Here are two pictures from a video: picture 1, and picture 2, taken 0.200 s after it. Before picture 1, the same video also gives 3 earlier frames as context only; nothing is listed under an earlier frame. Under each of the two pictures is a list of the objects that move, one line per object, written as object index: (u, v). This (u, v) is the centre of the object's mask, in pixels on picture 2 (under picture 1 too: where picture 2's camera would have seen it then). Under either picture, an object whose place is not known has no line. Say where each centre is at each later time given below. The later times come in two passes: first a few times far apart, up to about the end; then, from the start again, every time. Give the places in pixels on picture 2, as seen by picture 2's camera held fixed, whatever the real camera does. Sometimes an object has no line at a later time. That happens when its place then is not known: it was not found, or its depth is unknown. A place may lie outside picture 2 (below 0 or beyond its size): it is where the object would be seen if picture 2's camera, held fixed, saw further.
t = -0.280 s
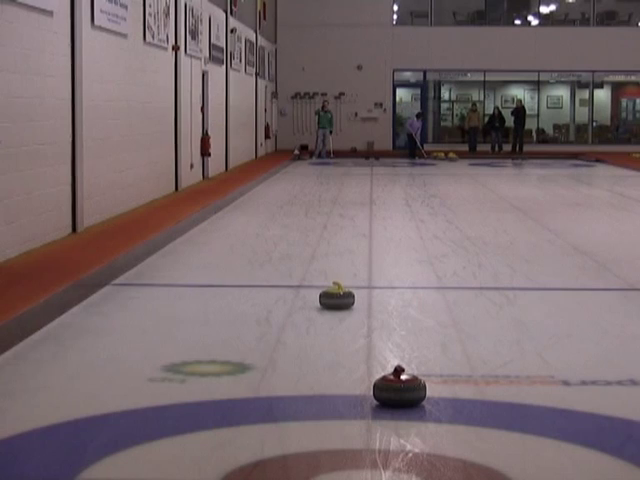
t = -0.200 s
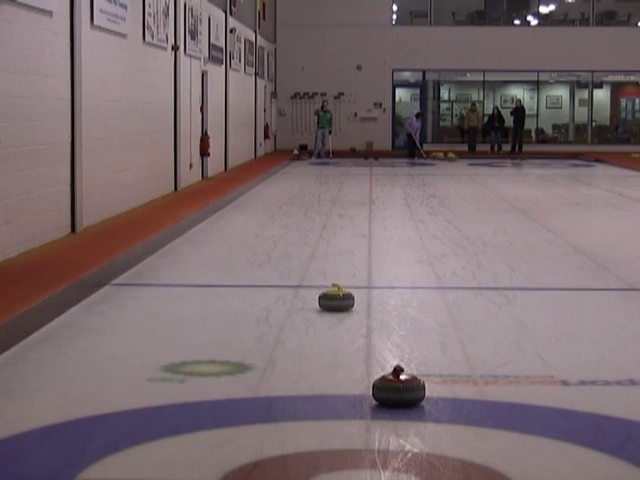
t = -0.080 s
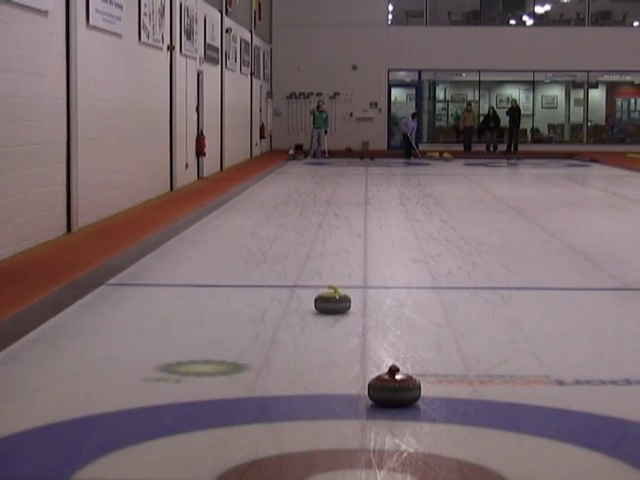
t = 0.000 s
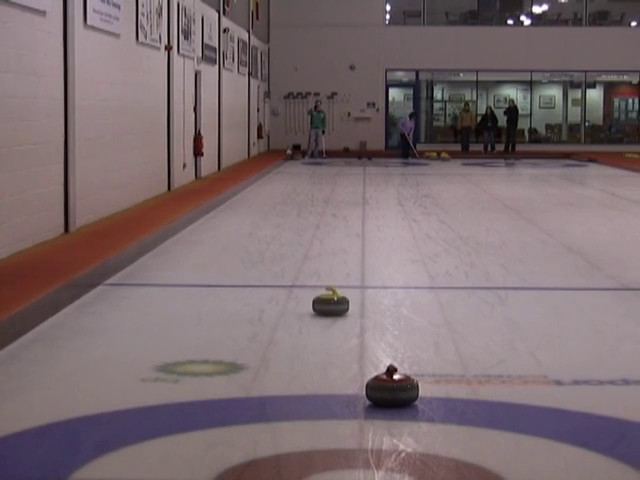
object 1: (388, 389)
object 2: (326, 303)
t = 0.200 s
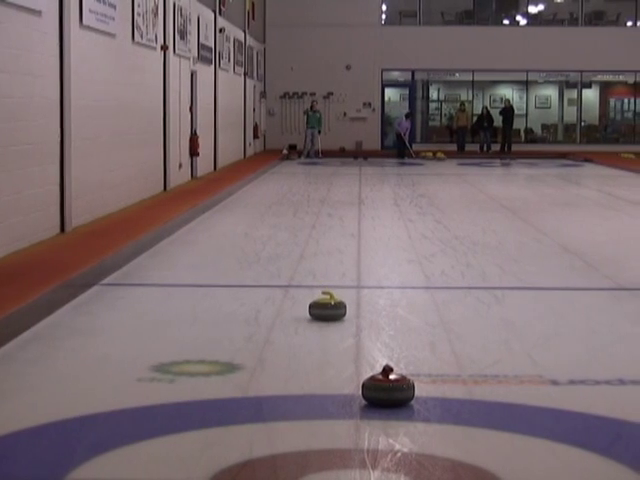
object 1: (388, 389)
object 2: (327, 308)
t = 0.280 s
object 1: (388, 389)
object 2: (328, 310)
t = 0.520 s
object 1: (388, 389)
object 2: (329, 315)
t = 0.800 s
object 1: (388, 389)
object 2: (331, 322)
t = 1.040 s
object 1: (388, 389)
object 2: (332, 328)
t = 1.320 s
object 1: (388, 389)
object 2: (334, 336)
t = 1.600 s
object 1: (388, 389)
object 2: (337, 344)
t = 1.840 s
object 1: (388, 389)
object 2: (339, 351)
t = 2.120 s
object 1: (388, 389)
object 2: (342, 359)
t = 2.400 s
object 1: (388, 389)
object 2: (345, 368)
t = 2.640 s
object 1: (388, 389)
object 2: (346, 375)
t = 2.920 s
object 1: (402, 392)
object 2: (339, 383)
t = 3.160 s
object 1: (420, 397)
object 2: (325, 386)
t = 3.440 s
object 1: (440, 403)
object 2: (309, 389)
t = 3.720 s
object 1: (460, 409)
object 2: (294, 392)
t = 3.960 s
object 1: (476, 415)
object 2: (283, 394)
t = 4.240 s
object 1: (493, 420)
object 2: (270, 397)
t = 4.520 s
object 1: (510, 424)
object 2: (259, 400)
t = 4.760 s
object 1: (524, 427)
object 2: (251, 402)
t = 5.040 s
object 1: (539, 431)
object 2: (243, 403)
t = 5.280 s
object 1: (551, 435)
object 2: (237, 404)
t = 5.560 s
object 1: (563, 440)
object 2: (232, 405)
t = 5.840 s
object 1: (574, 443)
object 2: (228, 407)
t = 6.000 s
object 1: (580, 444)
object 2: (226, 408)
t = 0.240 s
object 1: (388, 389)
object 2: (327, 309)
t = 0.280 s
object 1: (388, 389)
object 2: (328, 310)
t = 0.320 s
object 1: (388, 389)
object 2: (328, 310)
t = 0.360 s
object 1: (388, 389)
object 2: (328, 311)
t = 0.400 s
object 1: (388, 389)
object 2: (328, 312)
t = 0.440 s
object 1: (388, 389)
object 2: (328, 313)
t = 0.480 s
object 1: (388, 389)
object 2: (328, 314)
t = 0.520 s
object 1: (388, 389)
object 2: (329, 315)
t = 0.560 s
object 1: (388, 389)
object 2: (329, 316)
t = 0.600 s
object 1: (387, 389)
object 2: (329, 317)
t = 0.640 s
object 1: (388, 389)
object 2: (330, 318)
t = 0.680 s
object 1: (388, 389)
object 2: (330, 319)
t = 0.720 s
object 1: (388, 389)
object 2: (330, 320)
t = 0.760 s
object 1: (388, 389)
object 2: (330, 321)
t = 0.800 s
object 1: (388, 389)
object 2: (331, 322)
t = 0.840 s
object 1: (388, 389)
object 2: (331, 323)
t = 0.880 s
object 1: (388, 389)
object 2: (331, 324)
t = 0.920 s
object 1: (388, 389)
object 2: (331, 325)
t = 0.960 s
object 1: (388, 389)
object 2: (332, 326)
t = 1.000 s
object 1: (388, 389)
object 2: (332, 327)
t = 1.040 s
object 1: (388, 389)
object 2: (332, 328)
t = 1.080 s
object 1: (388, 389)
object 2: (332, 329)
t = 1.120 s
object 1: (388, 389)
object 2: (333, 330)
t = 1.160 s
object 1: (388, 389)
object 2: (333, 331)
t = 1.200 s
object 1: (388, 389)
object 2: (333, 332)
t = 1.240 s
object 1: (388, 389)
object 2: (334, 333)
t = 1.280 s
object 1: (388, 389)
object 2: (334, 335)
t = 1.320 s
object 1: (388, 389)
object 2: (334, 336)
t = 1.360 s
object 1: (388, 389)
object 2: (335, 337)
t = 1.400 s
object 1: (388, 389)
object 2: (335, 338)
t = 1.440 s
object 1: (388, 389)
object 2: (336, 339)
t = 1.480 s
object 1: (388, 389)
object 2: (336, 340)
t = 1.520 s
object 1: (388, 389)
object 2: (336, 341)
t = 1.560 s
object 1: (388, 389)
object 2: (337, 342)
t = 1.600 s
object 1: (388, 389)
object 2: (337, 344)
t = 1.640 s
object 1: (388, 389)
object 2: (337, 345)
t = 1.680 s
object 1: (388, 389)
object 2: (338, 346)
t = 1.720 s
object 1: (388, 389)
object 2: (338, 347)
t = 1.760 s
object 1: (388, 389)
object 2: (339, 348)
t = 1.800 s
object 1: (388, 389)
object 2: (339, 349)
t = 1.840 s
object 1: (388, 389)
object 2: (339, 351)
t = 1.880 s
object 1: (388, 389)
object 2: (340, 352)
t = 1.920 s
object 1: (388, 389)
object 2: (340, 353)
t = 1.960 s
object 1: (388, 389)
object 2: (341, 354)
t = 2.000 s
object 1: (388, 389)
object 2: (341, 355)
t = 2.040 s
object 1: (388, 389)
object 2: (341, 357)
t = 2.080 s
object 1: (388, 389)
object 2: (342, 358)
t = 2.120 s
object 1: (388, 389)
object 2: (342, 359)
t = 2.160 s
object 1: (387, 389)
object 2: (343, 360)
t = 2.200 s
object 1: (388, 389)
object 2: (343, 362)
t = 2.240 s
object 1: (388, 389)
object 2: (344, 363)
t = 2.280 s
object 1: (388, 389)
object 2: (344, 364)
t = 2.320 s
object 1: (388, 389)
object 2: (345, 366)
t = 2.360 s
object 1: (388, 389)
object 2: (345, 367)
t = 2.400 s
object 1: (388, 389)
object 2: (345, 368)
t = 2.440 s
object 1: (388, 389)
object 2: (346, 369)
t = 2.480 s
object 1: (388, 389)
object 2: (346, 371)
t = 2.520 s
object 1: (388, 389)
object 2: (346, 372)
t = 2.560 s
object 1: (388, 389)
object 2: (346, 373)
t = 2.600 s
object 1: (388, 389)
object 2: (346, 374)
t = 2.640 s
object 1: (388, 389)
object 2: (346, 375)
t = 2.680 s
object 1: (388, 389)
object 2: (346, 377)
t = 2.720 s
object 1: (388, 389)
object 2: (347, 378)
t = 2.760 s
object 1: (390, 389)
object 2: (346, 380)
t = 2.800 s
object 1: (393, 390)
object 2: (345, 381)
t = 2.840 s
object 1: (396, 391)
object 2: (344, 381)
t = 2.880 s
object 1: (399, 392)
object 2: (341, 382)
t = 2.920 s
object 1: (402, 392)
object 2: (339, 383)
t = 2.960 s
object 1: (405, 393)
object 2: (336, 383)
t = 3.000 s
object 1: (408, 394)
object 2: (334, 384)
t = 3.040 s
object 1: (411, 395)
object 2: (332, 384)
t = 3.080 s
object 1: (415, 396)
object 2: (329, 385)
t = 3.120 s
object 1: (417, 397)
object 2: (327, 386)
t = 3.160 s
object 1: (420, 397)
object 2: (325, 386)
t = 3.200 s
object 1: (423, 398)
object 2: (322, 387)
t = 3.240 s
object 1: (426, 399)
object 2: (320, 388)
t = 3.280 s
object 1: (429, 400)
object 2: (317, 388)
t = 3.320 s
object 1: (432, 401)
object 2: (315, 389)
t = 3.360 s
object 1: (435, 402)
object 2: (313, 389)
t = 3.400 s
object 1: (438, 403)
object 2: (311, 389)
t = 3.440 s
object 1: (440, 403)
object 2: (309, 389)
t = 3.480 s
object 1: (443, 404)
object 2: (306, 390)
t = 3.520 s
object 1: (446, 405)
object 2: (304, 390)
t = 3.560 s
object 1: (449, 406)
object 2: (302, 390)
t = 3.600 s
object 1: (452, 407)
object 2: (300, 391)
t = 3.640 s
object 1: (454, 408)
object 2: (298, 391)
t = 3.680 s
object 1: (457, 409)
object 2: (296, 391)
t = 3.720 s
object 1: (460, 409)
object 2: (294, 392)
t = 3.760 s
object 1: (463, 410)
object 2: (292, 392)
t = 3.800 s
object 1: (465, 411)
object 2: (290, 392)
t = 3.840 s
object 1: (468, 412)
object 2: (288, 393)
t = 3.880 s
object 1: (470, 413)
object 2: (286, 393)
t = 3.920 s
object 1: (473, 414)
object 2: (284, 393)
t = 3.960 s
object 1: (476, 415)
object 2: (283, 394)
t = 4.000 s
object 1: (478, 416)
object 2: (281, 394)
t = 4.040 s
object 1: (481, 417)
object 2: (279, 394)
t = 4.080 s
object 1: (484, 418)
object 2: (277, 395)
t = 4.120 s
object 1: (486, 418)
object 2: (275, 395)
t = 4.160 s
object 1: (489, 419)
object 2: (274, 396)
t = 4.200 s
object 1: (491, 419)
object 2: (272, 396)
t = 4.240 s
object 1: (493, 420)
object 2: (270, 397)
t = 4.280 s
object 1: (496, 421)
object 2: (269, 397)
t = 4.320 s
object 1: (498, 421)
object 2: (267, 398)
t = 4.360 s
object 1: (500, 421)
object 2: (265, 398)
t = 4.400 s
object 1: (503, 422)
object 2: (264, 399)
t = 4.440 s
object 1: (506, 423)
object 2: (262, 399)
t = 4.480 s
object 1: (508, 423)
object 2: (261, 400)
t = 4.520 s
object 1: (510, 424)
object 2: (259, 400)
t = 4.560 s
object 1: (513, 424)
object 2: (258, 401)
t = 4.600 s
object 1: (515, 425)
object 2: (256, 401)
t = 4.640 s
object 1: (517, 426)
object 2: (255, 402)
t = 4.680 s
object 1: (519, 426)
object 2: (254, 402)
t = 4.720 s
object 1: (522, 427)
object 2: (252, 402)
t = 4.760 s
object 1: (524, 427)
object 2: (251, 402)
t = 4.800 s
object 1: (526, 428)
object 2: (250, 402)
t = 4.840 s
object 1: (528, 428)
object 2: (248, 402)
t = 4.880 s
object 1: (530, 429)
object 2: (247, 403)
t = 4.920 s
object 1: (533, 430)
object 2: (246, 403)
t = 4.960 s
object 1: (535, 430)
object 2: (245, 403)
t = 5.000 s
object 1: (537, 431)
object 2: (244, 403)
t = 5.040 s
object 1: (539, 431)
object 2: (243, 403)
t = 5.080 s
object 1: (541, 432)
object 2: (242, 403)
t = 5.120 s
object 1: (543, 433)
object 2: (241, 403)
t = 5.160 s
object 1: (545, 433)
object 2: (240, 403)
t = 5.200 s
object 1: (547, 434)
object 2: (239, 403)
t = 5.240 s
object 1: (549, 435)
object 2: (238, 404)
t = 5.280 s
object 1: (551, 435)
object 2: (237, 404)
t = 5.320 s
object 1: (553, 436)
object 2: (236, 404)
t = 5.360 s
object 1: (554, 437)
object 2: (235, 404)
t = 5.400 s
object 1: (556, 437)
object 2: (235, 404)
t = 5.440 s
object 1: (558, 438)
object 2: (234, 404)
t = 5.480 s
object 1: (560, 439)
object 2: (233, 405)
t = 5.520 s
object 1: (561, 439)
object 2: (233, 405)
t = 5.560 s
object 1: (563, 440)
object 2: (232, 405)
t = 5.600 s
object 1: (565, 441)
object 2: (231, 405)
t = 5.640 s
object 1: (567, 441)
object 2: (231, 406)
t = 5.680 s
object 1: (568, 442)
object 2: (230, 406)
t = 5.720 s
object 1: (570, 442)
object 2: (230, 406)
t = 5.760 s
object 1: (571, 443)
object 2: (229, 407)
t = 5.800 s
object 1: (573, 443)
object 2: (228, 407)
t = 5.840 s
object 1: (574, 443)
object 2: (228, 407)
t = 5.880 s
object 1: (576, 443)
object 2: (227, 407)
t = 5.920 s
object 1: (577, 444)
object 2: (227, 408)
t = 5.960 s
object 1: (578, 444)
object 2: (227, 408)
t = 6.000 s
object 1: (580, 444)
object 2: (226, 408)
